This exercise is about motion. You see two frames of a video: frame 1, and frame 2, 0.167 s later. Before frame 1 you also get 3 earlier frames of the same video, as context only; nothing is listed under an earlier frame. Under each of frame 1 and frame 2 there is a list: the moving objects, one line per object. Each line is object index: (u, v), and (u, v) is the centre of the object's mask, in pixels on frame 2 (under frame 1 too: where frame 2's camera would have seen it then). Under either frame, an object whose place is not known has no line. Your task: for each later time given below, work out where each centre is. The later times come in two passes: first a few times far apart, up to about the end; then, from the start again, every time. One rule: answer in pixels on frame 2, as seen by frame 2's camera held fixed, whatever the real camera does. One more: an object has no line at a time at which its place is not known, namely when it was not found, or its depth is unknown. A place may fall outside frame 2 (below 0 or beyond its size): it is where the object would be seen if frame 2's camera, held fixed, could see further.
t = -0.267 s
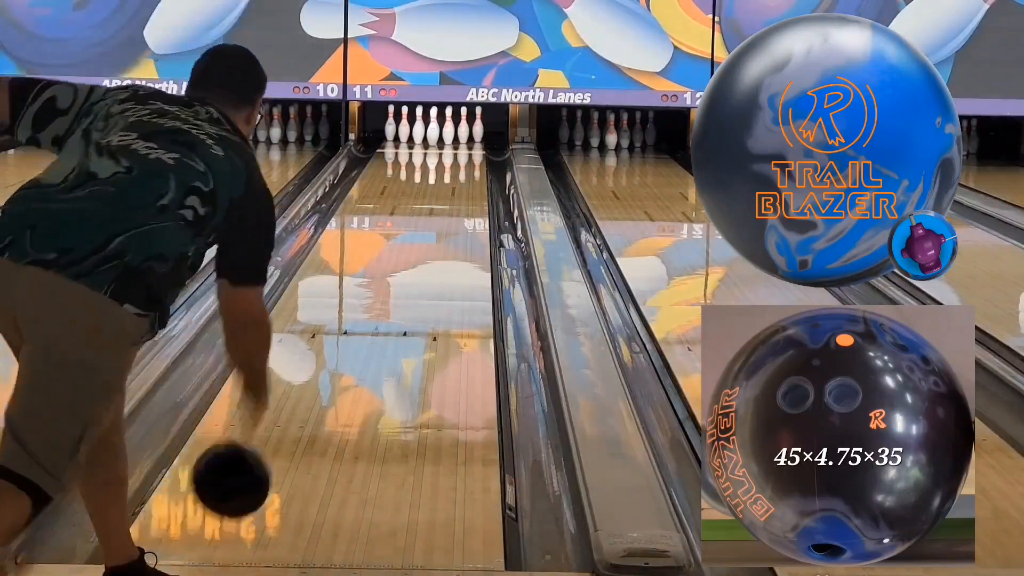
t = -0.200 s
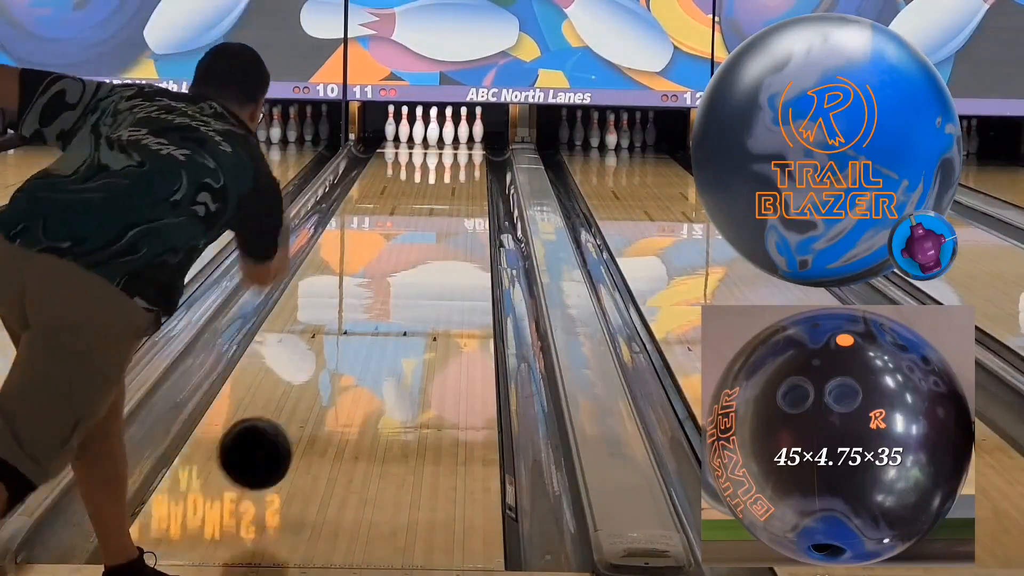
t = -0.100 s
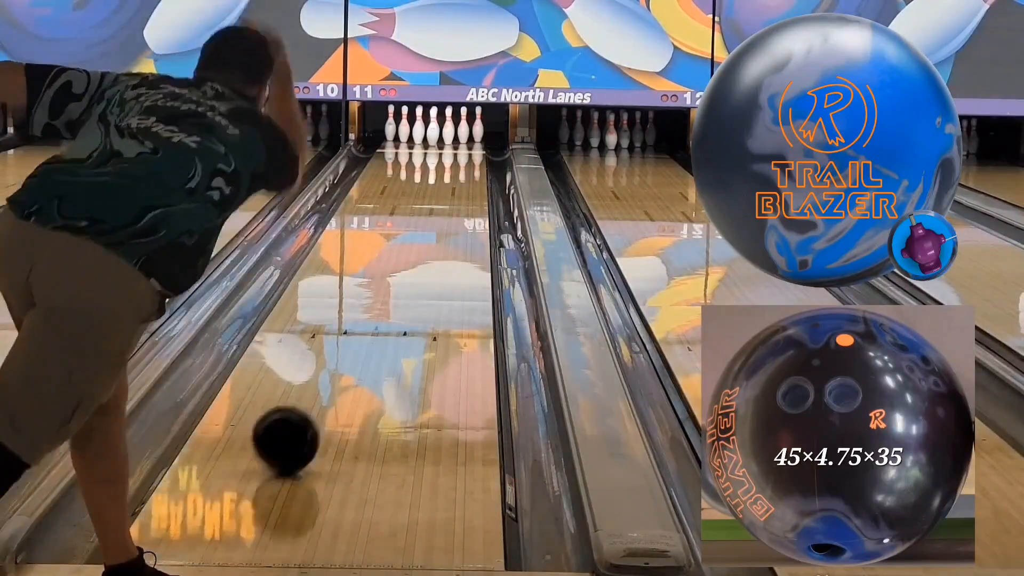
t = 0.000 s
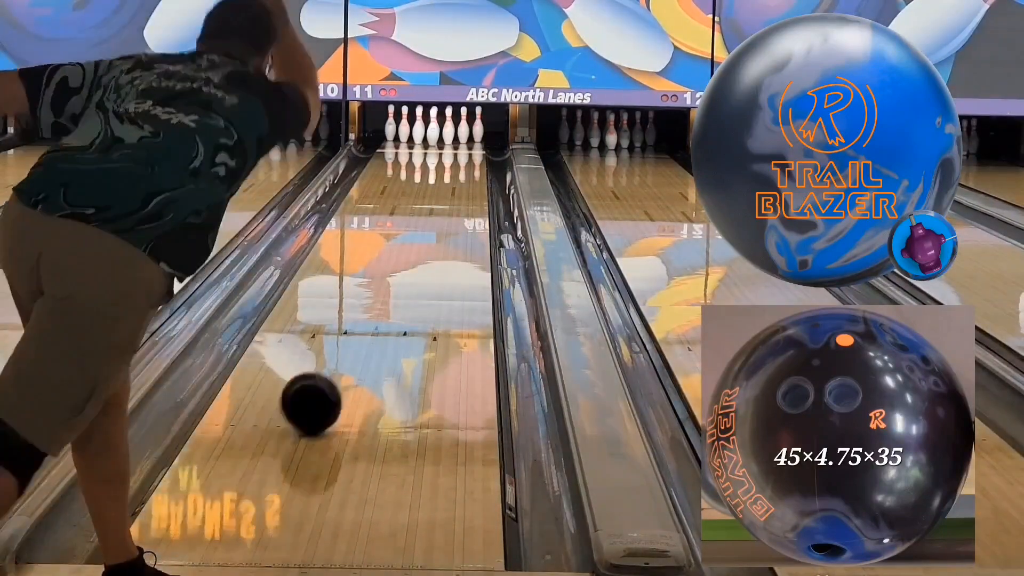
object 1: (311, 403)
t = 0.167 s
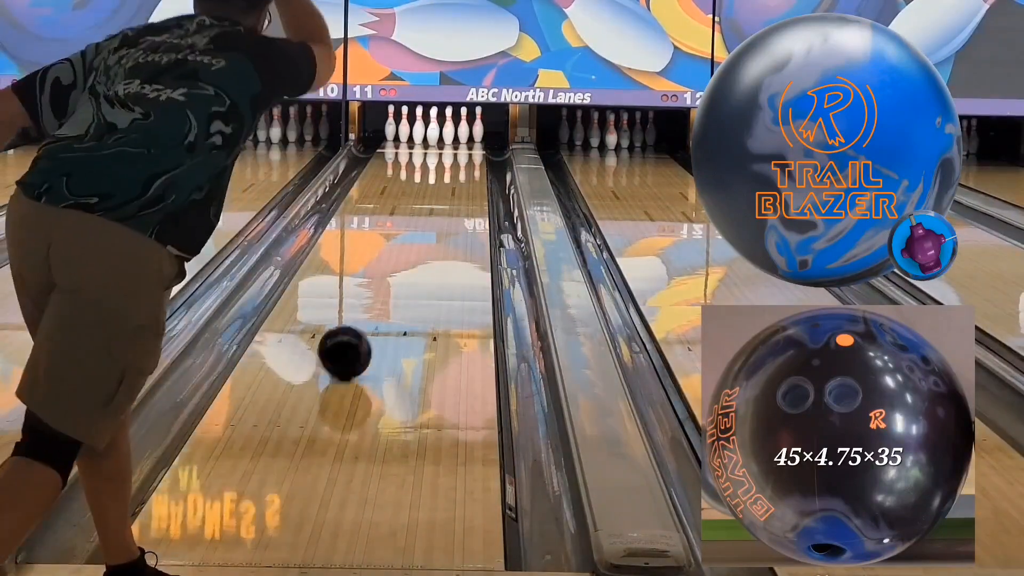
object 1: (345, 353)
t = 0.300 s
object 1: (366, 320)
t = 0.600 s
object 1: (402, 267)
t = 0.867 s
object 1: (424, 232)
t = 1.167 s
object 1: (443, 202)
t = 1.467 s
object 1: (455, 180)
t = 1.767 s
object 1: (461, 162)
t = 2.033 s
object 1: (457, 150)
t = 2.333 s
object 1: (444, 139)
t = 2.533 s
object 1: (439, 135)
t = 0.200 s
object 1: (350, 344)
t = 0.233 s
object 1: (356, 336)
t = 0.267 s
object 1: (361, 328)
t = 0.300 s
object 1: (366, 320)
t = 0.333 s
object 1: (371, 313)
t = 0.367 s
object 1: (375, 306)
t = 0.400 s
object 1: (380, 300)
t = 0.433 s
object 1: (384, 294)
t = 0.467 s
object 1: (388, 288)
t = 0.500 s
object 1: (391, 283)
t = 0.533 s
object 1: (395, 277)
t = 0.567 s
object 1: (399, 272)
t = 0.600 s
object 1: (402, 267)
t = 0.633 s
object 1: (405, 262)
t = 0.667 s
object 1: (408, 257)
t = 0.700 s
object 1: (411, 252)
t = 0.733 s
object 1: (414, 248)
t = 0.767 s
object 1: (417, 244)
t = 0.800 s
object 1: (419, 240)
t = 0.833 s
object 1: (422, 236)
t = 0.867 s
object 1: (424, 232)
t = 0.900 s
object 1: (427, 229)
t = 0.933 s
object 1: (429, 225)
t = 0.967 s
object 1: (431, 221)
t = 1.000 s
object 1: (433, 218)
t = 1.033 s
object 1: (435, 214)
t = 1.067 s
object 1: (437, 211)
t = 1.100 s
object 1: (439, 209)
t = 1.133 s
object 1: (441, 205)
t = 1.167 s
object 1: (443, 202)
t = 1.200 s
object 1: (444, 200)
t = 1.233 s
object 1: (446, 197)
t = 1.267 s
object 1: (447, 194)
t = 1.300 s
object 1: (449, 192)
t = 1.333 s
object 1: (450, 189)
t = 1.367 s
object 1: (451, 187)
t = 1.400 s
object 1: (453, 184)
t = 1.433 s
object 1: (454, 182)
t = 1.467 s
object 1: (455, 180)
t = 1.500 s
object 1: (456, 178)
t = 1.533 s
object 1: (457, 176)
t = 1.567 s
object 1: (458, 174)
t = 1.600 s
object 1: (459, 171)
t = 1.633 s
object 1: (459, 170)
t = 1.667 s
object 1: (460, 168)
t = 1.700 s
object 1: (460, 166)
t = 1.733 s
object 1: (460, 164)
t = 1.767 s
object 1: (461, 162)
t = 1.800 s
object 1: (461, 161)
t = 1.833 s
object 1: (461, 159)
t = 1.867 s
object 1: (461, 157)
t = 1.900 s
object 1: (460, 156)
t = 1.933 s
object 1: (460, 155)
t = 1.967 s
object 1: (460, 153)
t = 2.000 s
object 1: (458, 151)
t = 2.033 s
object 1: (457, 150)
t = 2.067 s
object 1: (456, 148)
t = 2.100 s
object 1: (455, 147)
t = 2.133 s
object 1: (454, 146)
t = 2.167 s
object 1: (452, 145)
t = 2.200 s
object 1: (451, 144)
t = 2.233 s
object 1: (449, 143)
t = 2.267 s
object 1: (448, 141)
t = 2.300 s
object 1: (445, 141)
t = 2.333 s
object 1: (444, 139)
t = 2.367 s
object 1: (442, 138)
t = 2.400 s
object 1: (440, 137)
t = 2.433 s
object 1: (440, 136)
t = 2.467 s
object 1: (440, 136)
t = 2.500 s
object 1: (440, 135)
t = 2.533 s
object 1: (439, 135)
